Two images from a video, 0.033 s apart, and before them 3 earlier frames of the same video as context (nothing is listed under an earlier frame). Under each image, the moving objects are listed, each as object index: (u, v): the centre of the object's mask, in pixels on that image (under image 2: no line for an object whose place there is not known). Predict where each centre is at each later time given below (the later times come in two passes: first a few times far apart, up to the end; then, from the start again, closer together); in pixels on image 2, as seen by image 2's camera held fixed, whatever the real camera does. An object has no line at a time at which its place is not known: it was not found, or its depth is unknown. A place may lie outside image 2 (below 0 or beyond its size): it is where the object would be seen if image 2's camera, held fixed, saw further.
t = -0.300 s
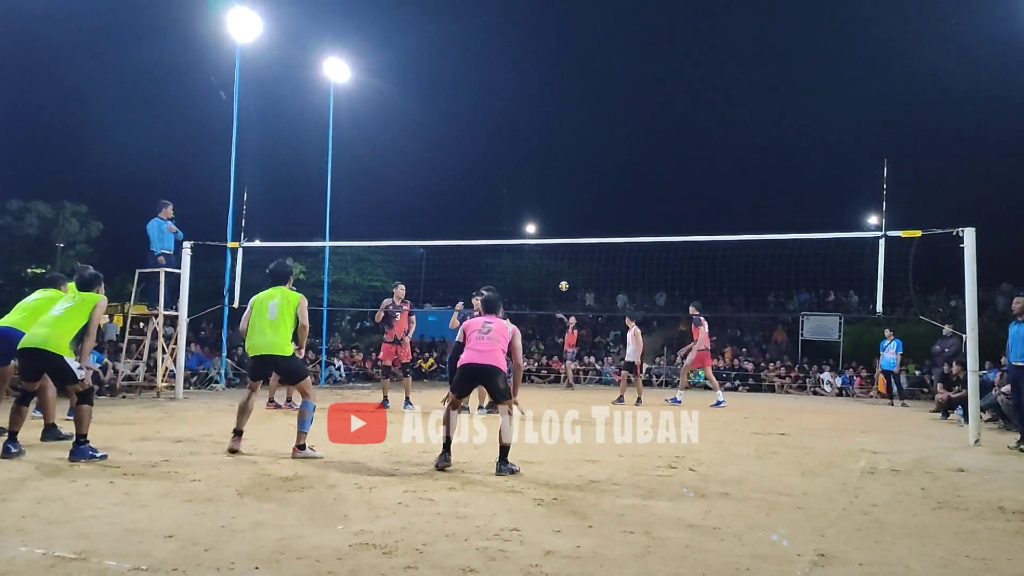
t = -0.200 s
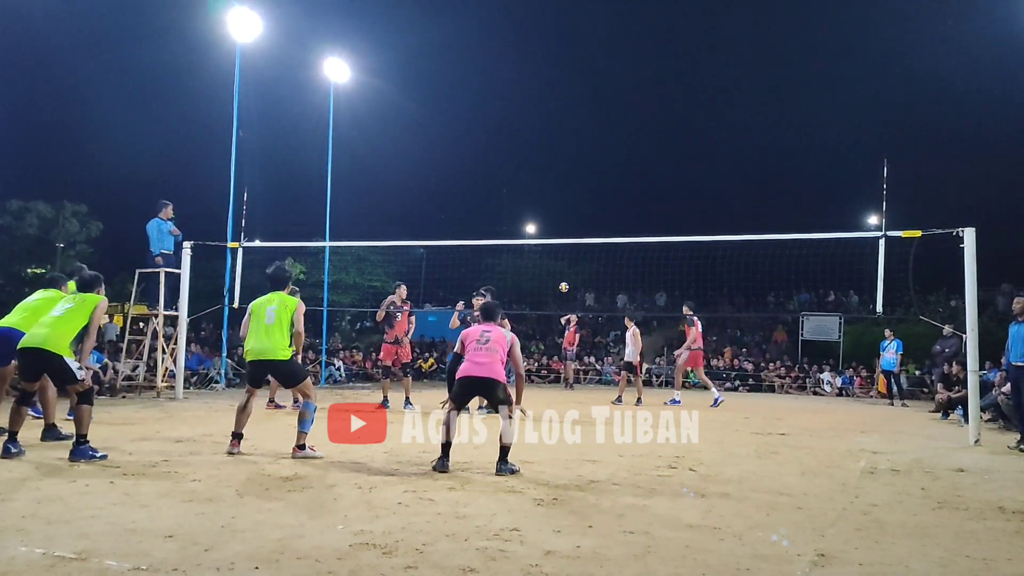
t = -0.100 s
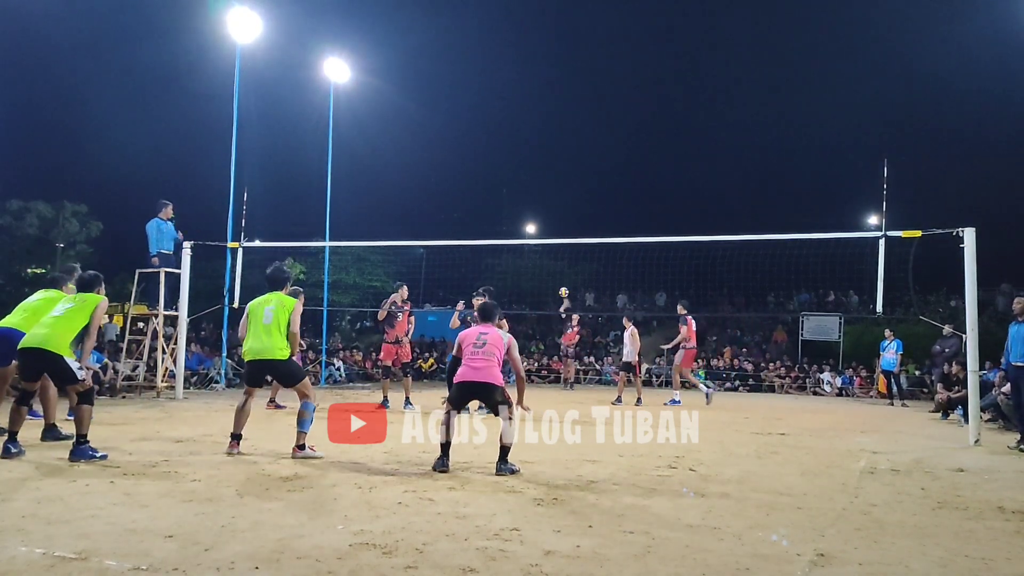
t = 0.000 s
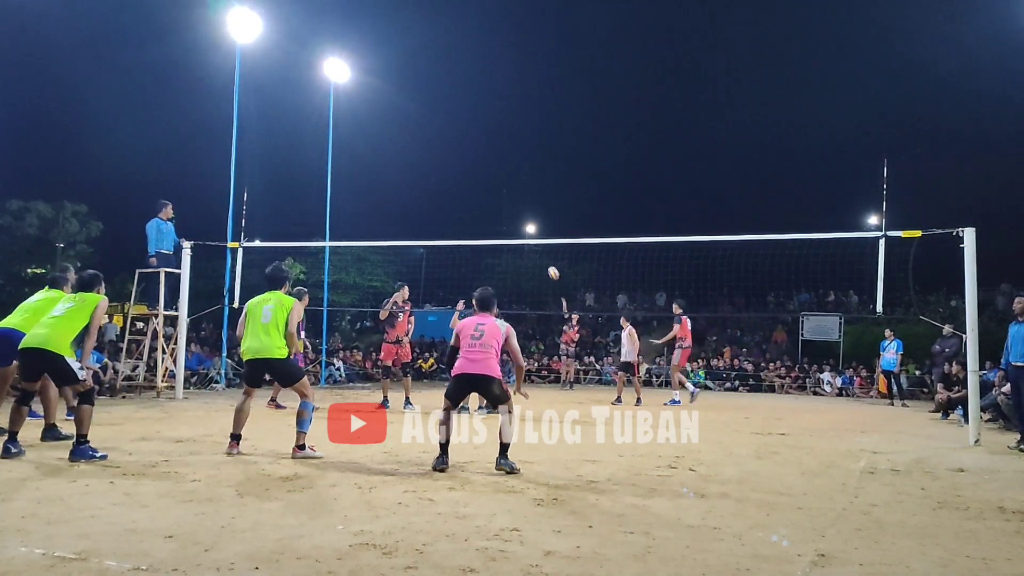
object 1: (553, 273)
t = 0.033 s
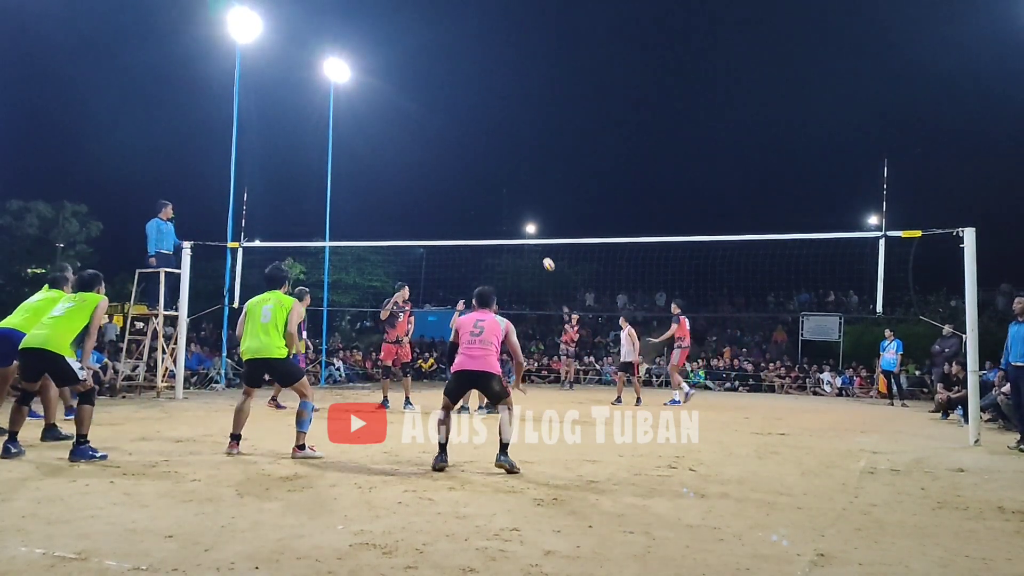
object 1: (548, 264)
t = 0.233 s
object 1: (514, 219)
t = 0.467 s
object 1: (461, 184)
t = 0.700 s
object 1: (391, 177)
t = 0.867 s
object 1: (326, 202)
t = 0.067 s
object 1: (543, 256)
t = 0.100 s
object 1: (538, 248)
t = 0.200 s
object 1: (520, 226)
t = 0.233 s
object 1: (514, 219)
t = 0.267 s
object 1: (507, 213)
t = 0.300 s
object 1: (500, 207)
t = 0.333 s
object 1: (493, 202)
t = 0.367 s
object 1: (485, 197)
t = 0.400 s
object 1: (477, 192)
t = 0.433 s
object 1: (469, 188)
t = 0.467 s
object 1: (461, 184)
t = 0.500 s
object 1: (452, 181)
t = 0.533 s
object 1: (443, 179)
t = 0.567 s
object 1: (434, 177)
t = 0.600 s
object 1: (424, 176)
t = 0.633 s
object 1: (413, 175)
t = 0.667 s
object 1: (403, 176)
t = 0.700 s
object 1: (391, 177)
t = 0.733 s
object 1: (380, 180)
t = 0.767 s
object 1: (367, 183)
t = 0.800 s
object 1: (354, 188)
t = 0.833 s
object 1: (342, 194)
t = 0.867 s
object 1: (326, 202)
